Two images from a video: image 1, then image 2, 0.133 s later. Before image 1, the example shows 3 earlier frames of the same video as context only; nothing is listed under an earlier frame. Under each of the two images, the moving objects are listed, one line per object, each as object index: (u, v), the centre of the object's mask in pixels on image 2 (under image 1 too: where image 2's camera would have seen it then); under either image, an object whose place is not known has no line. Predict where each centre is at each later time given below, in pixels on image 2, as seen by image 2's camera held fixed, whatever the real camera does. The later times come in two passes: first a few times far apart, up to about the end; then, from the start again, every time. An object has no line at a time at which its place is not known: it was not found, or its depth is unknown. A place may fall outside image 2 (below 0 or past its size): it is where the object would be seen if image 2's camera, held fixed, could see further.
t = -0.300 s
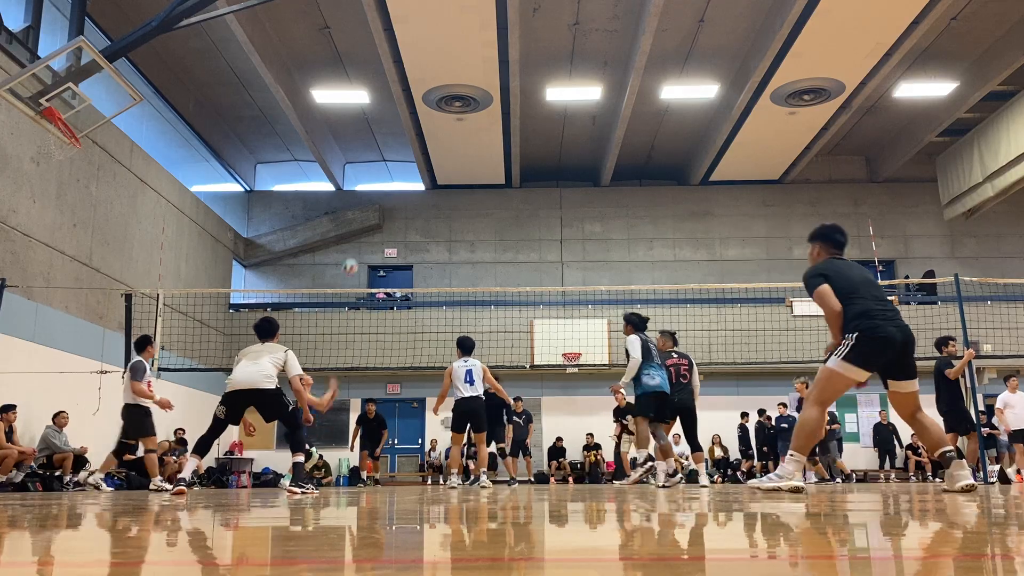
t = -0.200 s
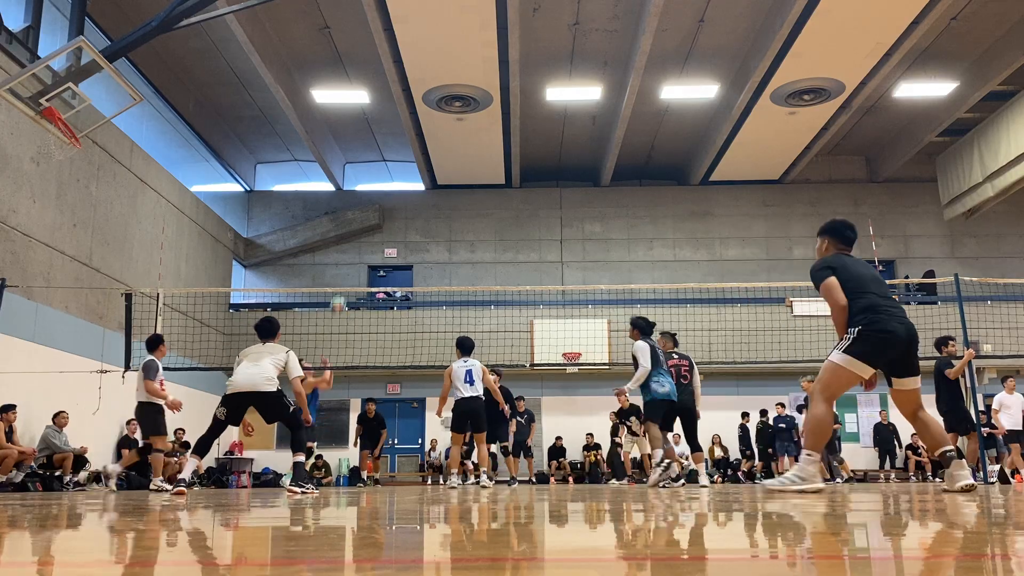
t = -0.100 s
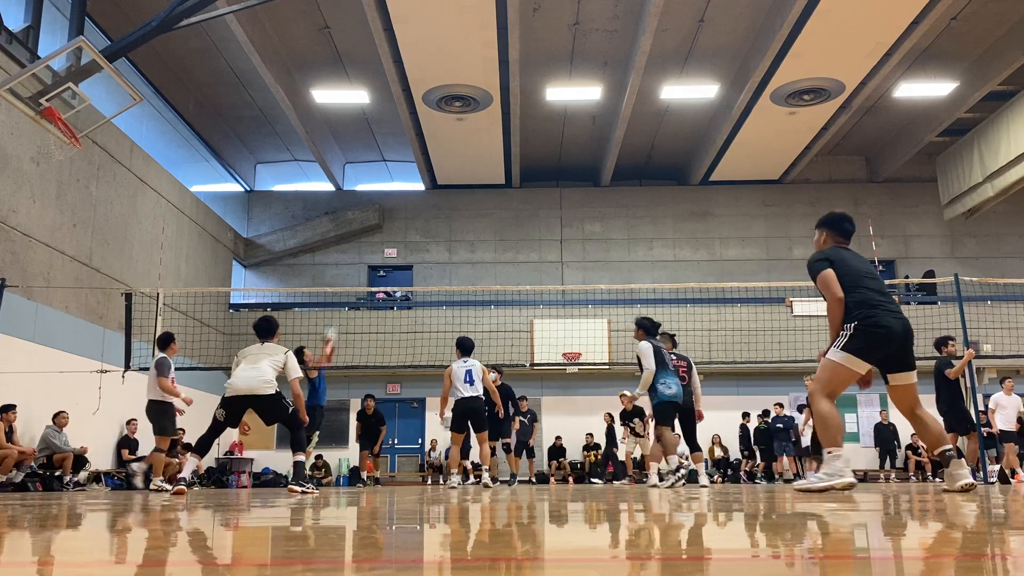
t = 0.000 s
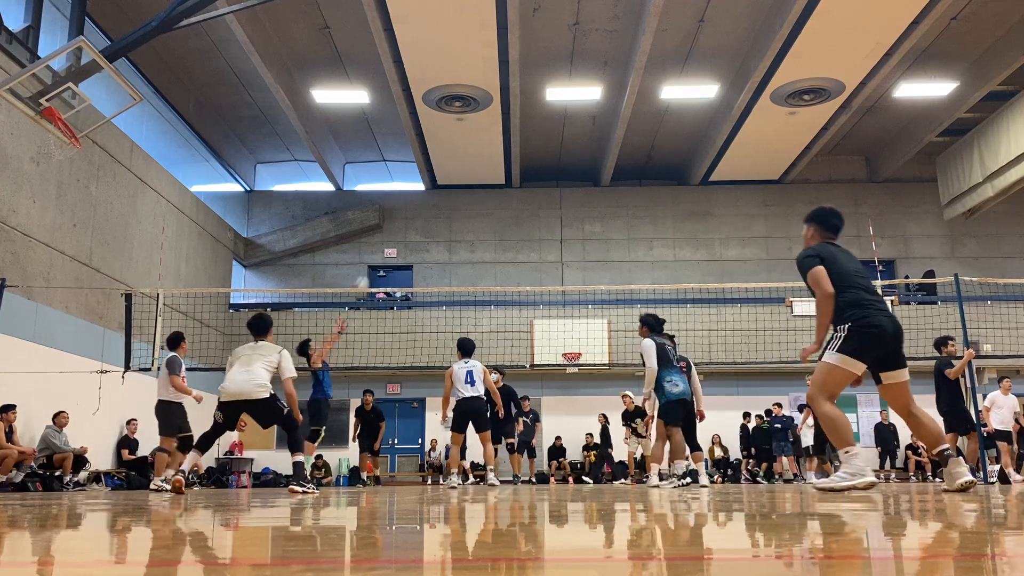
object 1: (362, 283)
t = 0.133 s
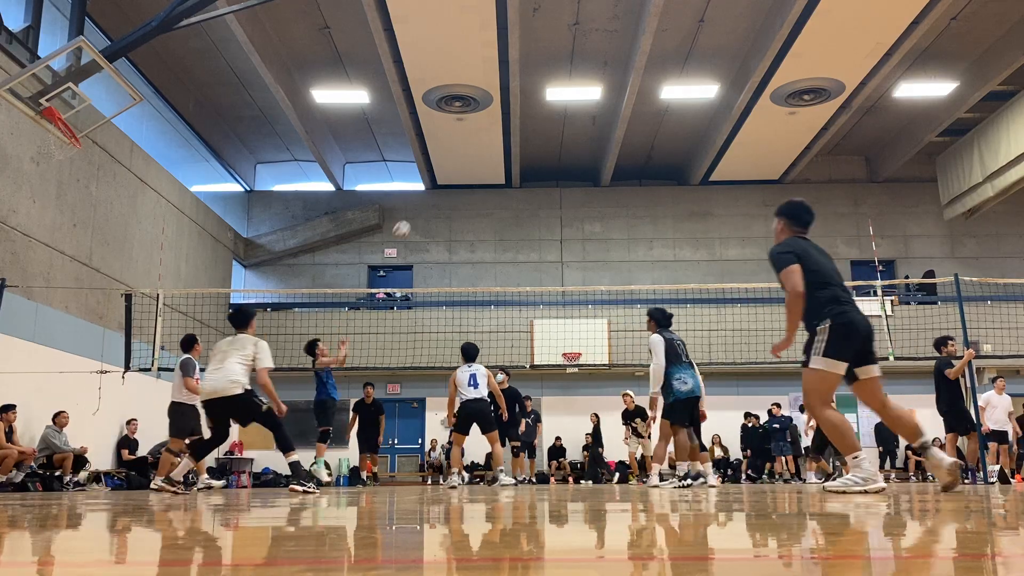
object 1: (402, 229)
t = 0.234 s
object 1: (430, 198)
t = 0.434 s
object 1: (482, 157)
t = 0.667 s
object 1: (539, 146)
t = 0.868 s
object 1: (586, 162)
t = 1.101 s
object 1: (639, 213)
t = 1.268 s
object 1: (676, 268)
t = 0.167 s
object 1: (411, 218)
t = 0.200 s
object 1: (420, 208)
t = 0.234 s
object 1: (430, 198)
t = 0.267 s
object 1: (439, 189)
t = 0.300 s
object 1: (448, 181)
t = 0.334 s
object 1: (456, 174)
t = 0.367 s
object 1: (465, 167)
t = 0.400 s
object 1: (473, 162)
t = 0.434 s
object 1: (482, 157)
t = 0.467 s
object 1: (491, 153)
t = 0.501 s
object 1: (499, 150)
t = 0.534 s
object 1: (507, 148)
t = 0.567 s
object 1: (515, 146)
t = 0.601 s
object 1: (523, 145)
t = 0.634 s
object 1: (531, 145)
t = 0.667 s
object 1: (539, 146)
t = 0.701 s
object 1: (547, 147)
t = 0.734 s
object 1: (555, 149)
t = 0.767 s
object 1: (563, 151)
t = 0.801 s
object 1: (571, 154)
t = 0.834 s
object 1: (578, 158)
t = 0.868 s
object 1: (586, 162)
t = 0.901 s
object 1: (594, 168)
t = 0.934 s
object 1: (601, 173)
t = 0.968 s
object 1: (609, 180)
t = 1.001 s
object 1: (617, 187)
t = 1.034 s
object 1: (624, 195)
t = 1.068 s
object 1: (632, 204)
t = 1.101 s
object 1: (639, 213)
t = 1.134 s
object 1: (647, 222)
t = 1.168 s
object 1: (654, 233)
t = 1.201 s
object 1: (661, 244)
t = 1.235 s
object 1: (669, 255)
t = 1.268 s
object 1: (676, 268)
